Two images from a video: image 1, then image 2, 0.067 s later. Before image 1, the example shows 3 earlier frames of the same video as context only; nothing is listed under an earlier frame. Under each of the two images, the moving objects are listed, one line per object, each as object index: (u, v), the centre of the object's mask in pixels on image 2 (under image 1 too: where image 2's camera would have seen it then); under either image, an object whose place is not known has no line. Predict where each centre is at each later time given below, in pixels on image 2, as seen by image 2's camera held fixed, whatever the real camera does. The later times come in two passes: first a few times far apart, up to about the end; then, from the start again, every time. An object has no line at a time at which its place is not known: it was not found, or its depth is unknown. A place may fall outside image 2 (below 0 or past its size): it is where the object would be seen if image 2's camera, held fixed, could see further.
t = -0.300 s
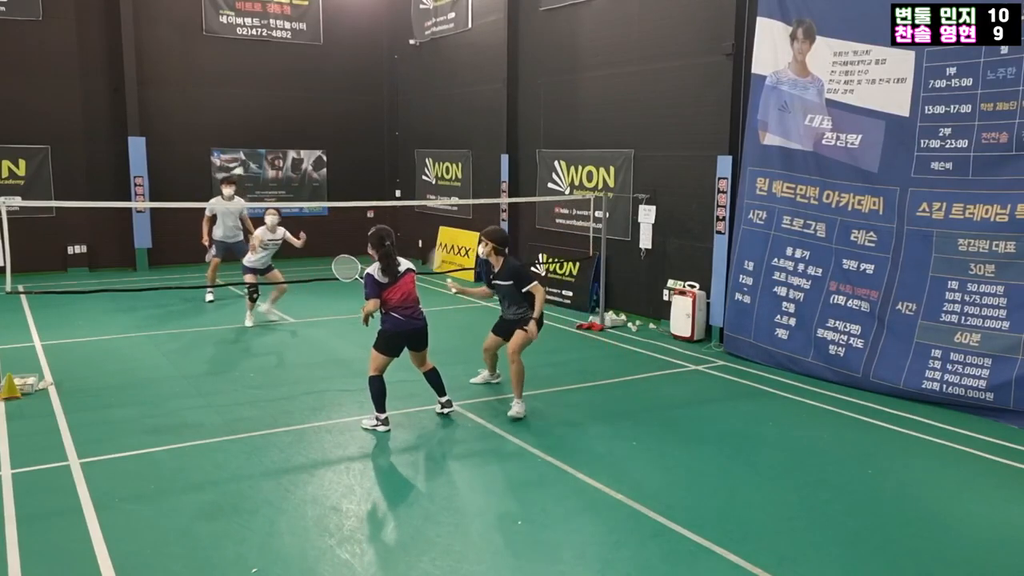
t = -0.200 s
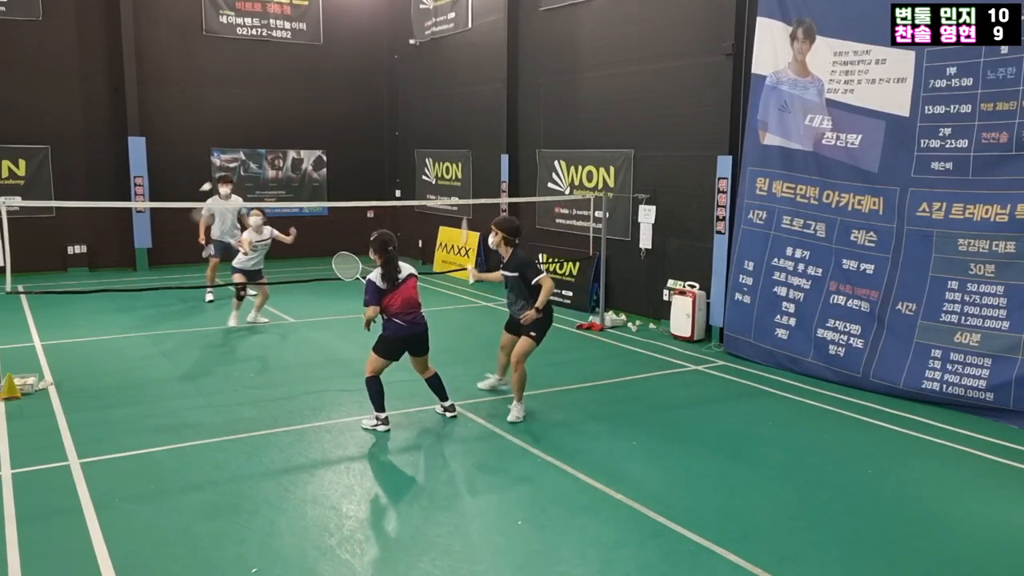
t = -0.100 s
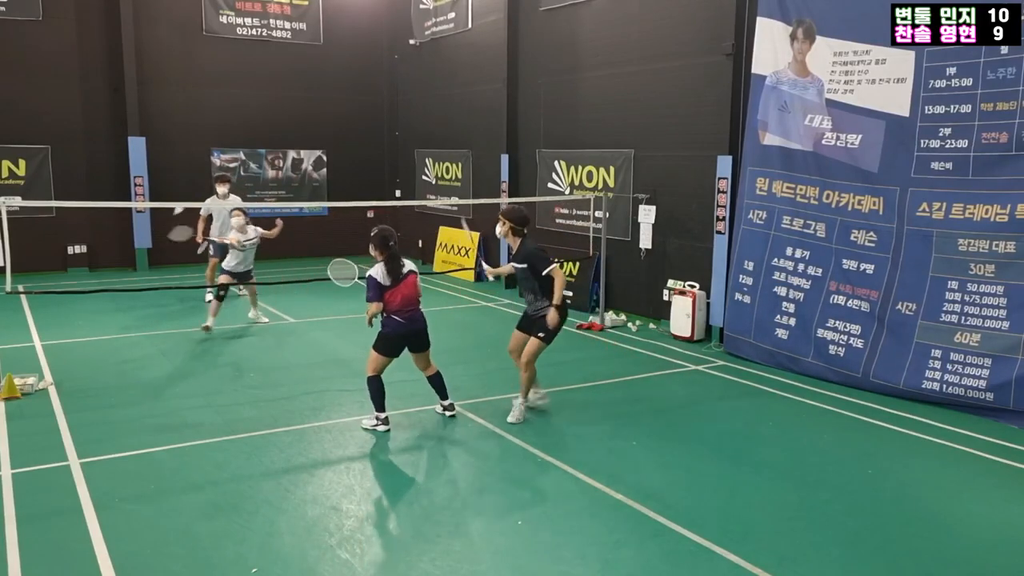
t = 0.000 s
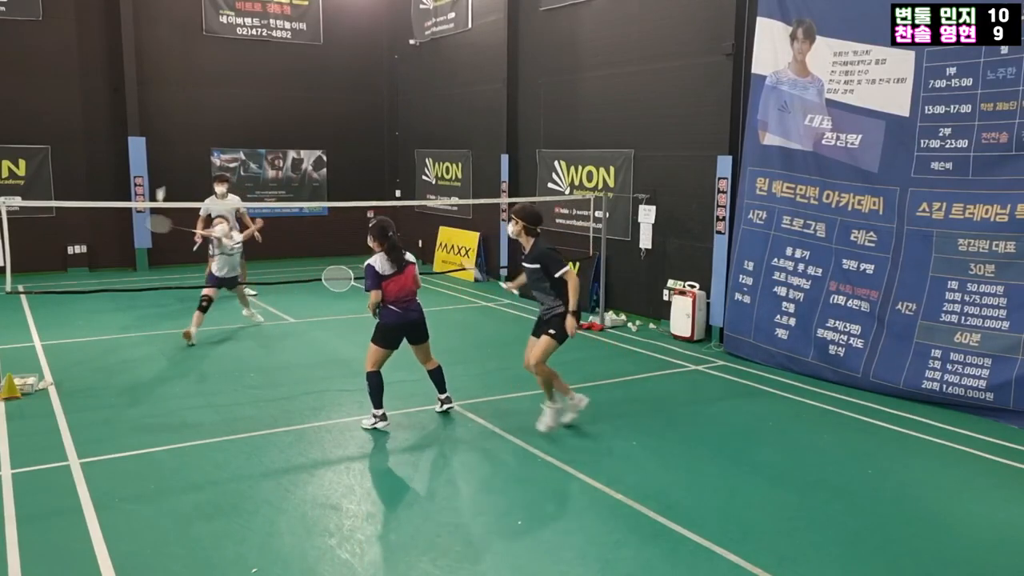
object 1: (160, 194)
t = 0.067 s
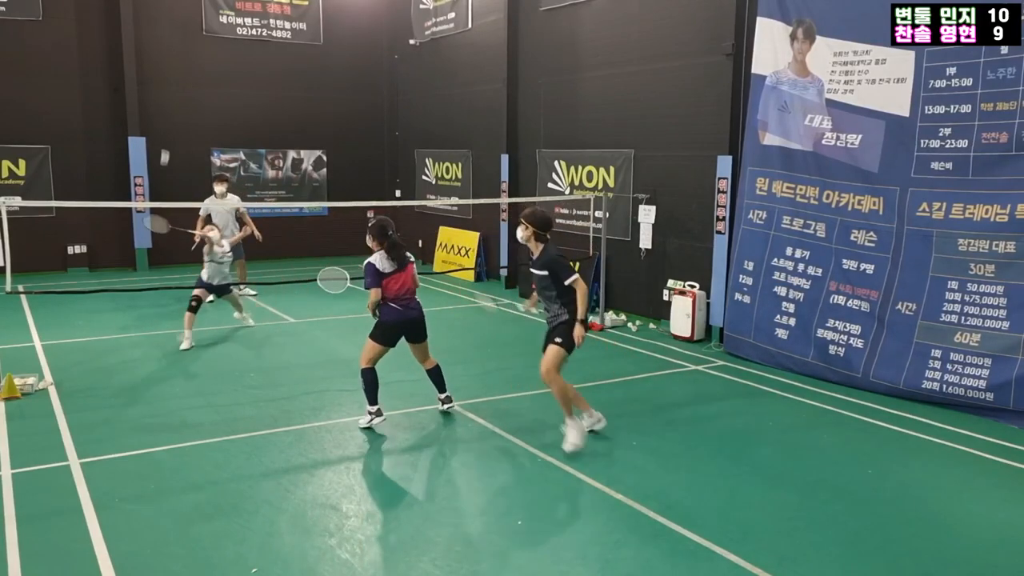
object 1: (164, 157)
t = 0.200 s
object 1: (158, 101)
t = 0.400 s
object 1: (158, 59)
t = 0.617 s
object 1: (155, 76)
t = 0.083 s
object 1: (165, 148)
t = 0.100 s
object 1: (165, 139)
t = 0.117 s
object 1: (164, 132)
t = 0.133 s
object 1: (162, 125)
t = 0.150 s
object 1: (160, 119)
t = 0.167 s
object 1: (159, 113)
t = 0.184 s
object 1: (158, 107)
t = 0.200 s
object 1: (158, 101)
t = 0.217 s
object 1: (158, 96)
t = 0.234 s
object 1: (158, 91)
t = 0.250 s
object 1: (158, 86)
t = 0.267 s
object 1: (158, 82)
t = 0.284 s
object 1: (158, 78)
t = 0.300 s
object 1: (158, 74)
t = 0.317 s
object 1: (158, 71)
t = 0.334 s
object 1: (158, 68)
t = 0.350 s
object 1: (158, 65)
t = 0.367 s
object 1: (158, 63)
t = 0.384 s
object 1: (158, 60)
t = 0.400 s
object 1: (158, 59)
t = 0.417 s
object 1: (158, 57)
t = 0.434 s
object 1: (157, 56)
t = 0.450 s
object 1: (157, 55)
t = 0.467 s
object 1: (157, 55)
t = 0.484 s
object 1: (157, 55)
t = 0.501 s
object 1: (157, 56)
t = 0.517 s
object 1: (157, 57)
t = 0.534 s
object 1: (157, 59)
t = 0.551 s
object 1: (156, 61)
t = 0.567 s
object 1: (156, 64)
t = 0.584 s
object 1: (156, 68)
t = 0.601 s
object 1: (155, 72)
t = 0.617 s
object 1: (155, 76)
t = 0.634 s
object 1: (154, 81)
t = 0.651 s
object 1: (154, 86)
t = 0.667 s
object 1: (154, 92)
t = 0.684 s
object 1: (154, 98)
